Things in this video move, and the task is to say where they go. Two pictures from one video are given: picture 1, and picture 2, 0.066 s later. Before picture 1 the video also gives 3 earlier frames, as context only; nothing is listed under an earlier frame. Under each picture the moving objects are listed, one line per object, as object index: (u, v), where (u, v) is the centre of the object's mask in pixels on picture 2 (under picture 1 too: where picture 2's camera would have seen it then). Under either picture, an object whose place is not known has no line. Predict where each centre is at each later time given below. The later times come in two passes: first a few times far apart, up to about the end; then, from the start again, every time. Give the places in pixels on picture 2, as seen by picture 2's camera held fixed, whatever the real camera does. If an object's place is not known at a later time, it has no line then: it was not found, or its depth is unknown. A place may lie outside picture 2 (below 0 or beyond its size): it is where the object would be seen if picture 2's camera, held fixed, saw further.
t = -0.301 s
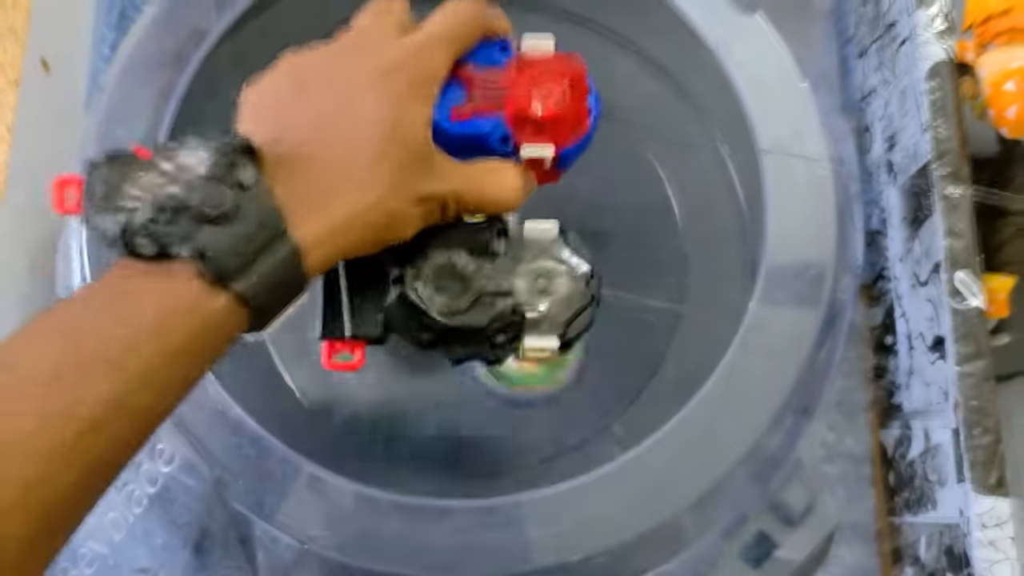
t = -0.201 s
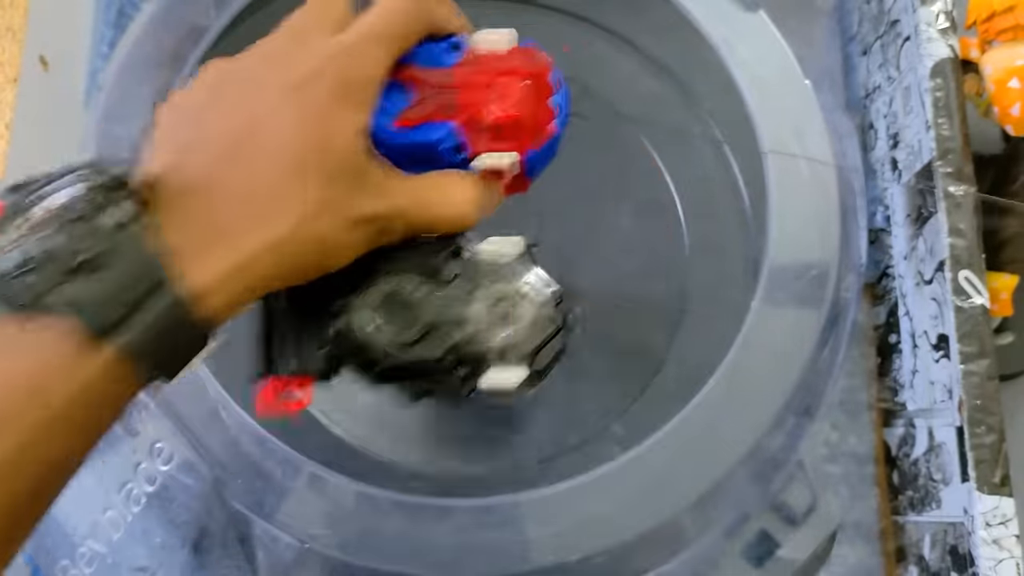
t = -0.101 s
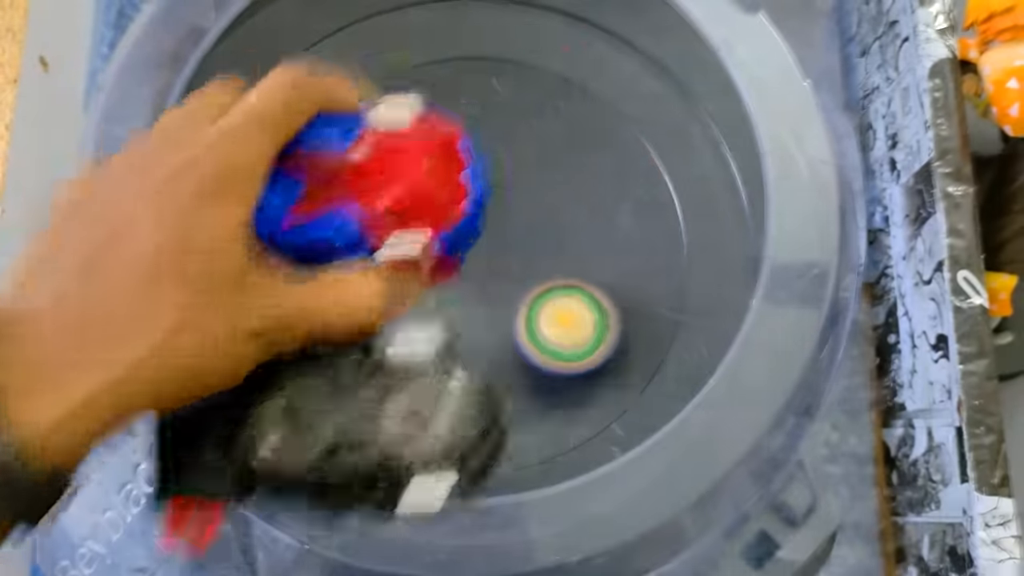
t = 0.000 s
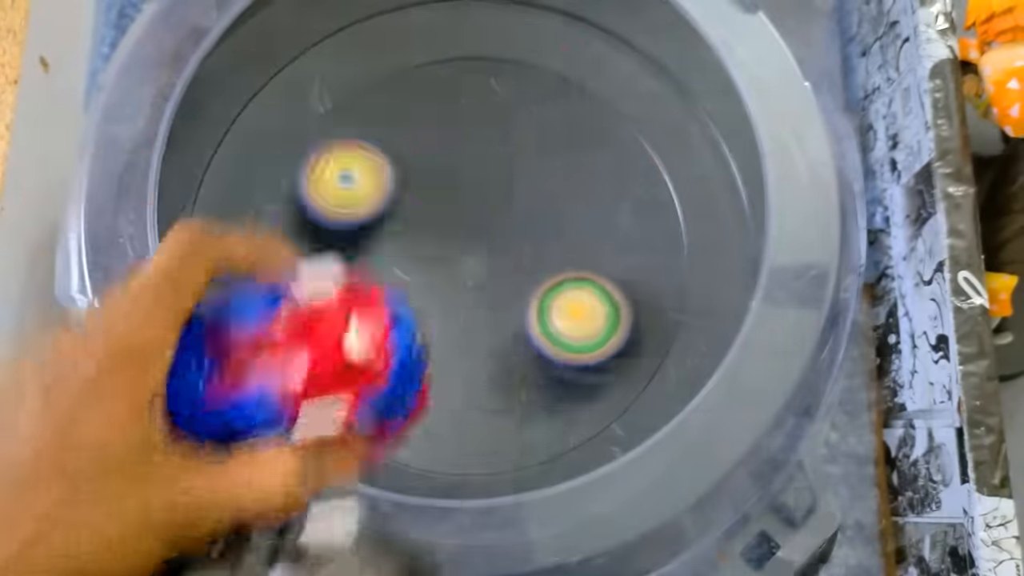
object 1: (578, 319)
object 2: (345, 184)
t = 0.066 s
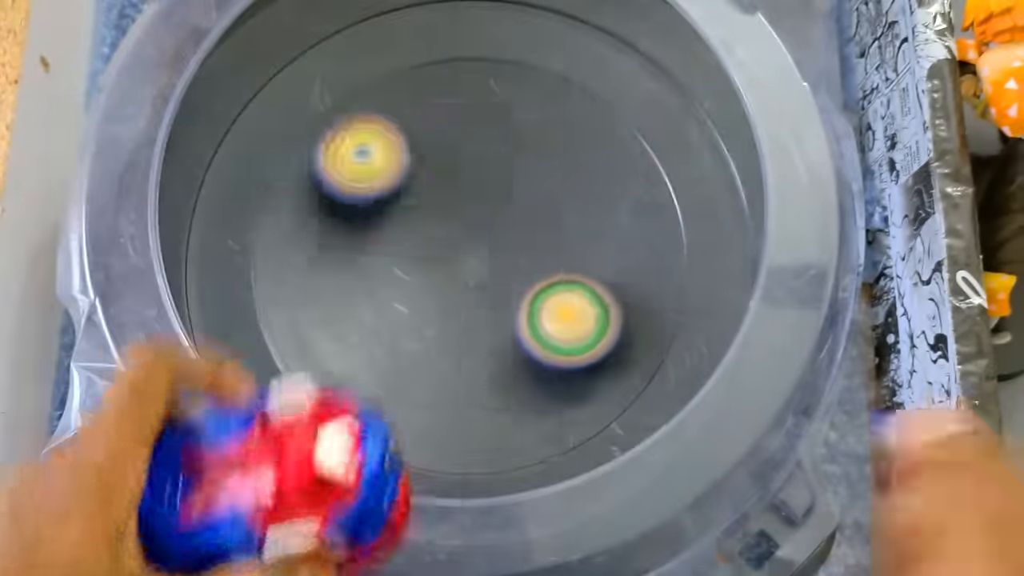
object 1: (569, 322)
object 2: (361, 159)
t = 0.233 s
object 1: (529, 332)
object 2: (475, 154)
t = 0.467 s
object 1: (462, 295)
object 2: (603, 291)
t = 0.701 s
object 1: (485, 222)
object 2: (531, 396)
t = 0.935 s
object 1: (543, 232)
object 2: (399, 321)
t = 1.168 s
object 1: (525, 271)
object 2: (443, 196)
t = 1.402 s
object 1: (476, 267)
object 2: (517, 166)
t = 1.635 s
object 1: (415, 276)
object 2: (567, 175)
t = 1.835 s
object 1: (418, 219)
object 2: (523, 248)
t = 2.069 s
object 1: (425, 183)
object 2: (512, 286)
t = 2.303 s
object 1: (468, 205)
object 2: (473, 305)
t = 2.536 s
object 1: (465, 224)
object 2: (455, 328)
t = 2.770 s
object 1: (462, 217)
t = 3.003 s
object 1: (463, 209)
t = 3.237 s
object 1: (467, 219)
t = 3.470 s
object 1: (453, 224)
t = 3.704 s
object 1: (446, 232)
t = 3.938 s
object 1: (436, 243)
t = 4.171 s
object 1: (437, 257)
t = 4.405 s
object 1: (433, 271)
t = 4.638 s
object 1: (441, 275)
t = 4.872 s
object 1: (457, 282)
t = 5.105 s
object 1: (475, 293)
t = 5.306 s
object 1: (479, 294)
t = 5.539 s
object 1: (495, 284)
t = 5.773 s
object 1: (510, 278)
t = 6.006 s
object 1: (509, 264)
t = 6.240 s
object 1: (527, 247)
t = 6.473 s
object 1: (521, 241)
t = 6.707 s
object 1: (498, 227)
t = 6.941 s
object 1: (476, 216)
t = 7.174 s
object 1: (457, 213)
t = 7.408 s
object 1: (440, 216)
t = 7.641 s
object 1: (428, 234)
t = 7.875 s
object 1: (429, 255)
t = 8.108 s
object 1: (414, 285)
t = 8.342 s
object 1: (423, 293)
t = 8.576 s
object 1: (450, 312)
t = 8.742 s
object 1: (471, 315)
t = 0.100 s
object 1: (561, 325)
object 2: (377, 151)
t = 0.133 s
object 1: (554, 328)
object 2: (397, 145)
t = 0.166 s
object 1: (545, 331)
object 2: (423, 144)
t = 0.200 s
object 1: (537, 332)
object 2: (448, 147)
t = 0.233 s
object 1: (529, 332)
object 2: (475, 154)
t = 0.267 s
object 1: (520, 331)
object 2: (502, 166)
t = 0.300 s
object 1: (512, 329)
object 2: (527, 181)
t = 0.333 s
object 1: (503, 324)
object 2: (548, 200)
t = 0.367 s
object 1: (495, 317)
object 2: (566, 224)
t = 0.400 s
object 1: (487, 308)
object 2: (578, 251)
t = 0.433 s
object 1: (475, 301)
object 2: (591, 274)
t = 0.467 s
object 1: (462, 295)
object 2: (603, 291)
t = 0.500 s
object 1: (454, 284)
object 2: (608, 309)
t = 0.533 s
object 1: (450, 272)
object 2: (608, 329)
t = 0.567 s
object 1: (451, 259)
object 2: (602, 347)
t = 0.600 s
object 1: (456, 247)
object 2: (591, 366)
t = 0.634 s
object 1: (463, 237)
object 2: (575, 379)
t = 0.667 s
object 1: (473, 228)
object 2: (555, 390)
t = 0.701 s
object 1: (485, 222)
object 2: (531, 396)
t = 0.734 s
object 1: (495, 218)
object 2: (506, 398)
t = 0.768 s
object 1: (506, 217)
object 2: (482, 396)
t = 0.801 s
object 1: (516, 217)
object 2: (458, 389)
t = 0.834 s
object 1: (524, 219)
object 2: (437, 376)
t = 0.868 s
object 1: (532, 222)
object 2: (421, 361)
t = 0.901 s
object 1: (539, 227)
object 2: (408, 342)
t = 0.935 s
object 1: (543, 232)
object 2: (399, 321)
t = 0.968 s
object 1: (547, 238)
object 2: (395, 299)
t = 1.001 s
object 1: (548, 244)
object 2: (394, 277)
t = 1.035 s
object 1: (547, 251)
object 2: (398, 256)
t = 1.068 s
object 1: (544, 257)
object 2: (406, 236)
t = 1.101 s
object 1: (540, 263)
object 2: (417, 220)
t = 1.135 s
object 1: (533, 268)
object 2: (429, 206)
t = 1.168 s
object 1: (525, 271)
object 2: (443, 196)
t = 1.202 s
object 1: (516, 272)
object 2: (460, 187)
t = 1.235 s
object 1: (512, 277)
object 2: (469, 175)
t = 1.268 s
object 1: (507, 281)
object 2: (477, 165)
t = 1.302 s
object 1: (500, 280)
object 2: (487, 159)
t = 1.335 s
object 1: (491, 278)
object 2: (497, 157)
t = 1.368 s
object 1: (483, 273)
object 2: (507, 160)
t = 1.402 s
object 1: (476, 267)
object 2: (517, 166)
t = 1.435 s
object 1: (470, 262)
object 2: (526, 174)
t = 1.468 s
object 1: (458, 276)
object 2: (539, 165)
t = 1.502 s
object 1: (446, 288)
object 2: (550, 159)
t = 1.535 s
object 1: (436, 293)
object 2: (559, 159)
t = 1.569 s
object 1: (428, 292)
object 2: (564, 161)
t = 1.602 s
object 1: (421, 285)
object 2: (567, 167)
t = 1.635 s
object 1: (415, 276)
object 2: (567, 175)
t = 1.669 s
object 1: (410, 266)
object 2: (565, 186)
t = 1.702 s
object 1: (407, 255)
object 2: (560, 199)
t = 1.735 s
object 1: (406, 245)
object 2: (553, 213)
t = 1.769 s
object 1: (408, 236)
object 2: (544, 226)
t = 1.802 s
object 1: (412, 227)
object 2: (534, 238)
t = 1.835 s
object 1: (418, 219)
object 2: (523, 248)
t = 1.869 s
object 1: (412, 212)
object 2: (526, 257)
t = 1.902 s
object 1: (404, 205)
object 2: (533, 265)
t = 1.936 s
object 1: (403, 200)
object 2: (535, 272)
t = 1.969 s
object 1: (406, 194)
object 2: (534, 278)
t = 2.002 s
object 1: (412, 189)
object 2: (530, 283)
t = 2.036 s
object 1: (418, 184)
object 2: (521, 285)
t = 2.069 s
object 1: (425, 183)
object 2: (512, 286)
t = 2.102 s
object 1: (434, 182)
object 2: (500, 285)
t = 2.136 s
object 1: (444, 185)
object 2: (488, 283)
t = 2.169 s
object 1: (449, 184)
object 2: (482, 285)
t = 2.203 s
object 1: (453, 184)
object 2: (481, 295)
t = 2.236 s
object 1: (459, 190)
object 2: (479, 300)
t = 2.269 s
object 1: (464, 198)
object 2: (476, 303)
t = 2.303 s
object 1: (468, 205)
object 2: (473, 305)
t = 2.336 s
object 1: (469, 209)
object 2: (470, 312)
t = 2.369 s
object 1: (470, 214)
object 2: (468, 316)
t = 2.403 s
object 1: (469, 217)
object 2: (465, 320)
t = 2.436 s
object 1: (467, 216)
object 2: (463, 328)
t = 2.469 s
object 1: (466, 217)
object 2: (460, 331)
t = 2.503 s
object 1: (466, 220)
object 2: (458, 331)
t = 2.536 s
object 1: (465, 224)
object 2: (455, 328)
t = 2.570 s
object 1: (465, 223)
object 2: (453, 326)
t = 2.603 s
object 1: (464, 222)
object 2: (452, 325)
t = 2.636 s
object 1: (463, 223)
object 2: (451, 323)
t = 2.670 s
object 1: (462, 219)
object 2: (451, 326)
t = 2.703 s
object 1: (461, 216)
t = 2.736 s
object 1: (461, 216)
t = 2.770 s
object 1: (462, 217)
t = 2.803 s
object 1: (463, 217)
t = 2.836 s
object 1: (463, 213)
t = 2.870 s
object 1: (464, 213)
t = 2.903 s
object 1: (465, 214)
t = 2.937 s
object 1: (466, 216)
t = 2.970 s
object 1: (465, 213)
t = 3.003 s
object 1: (463, 209)
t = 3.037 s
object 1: (463, 209)
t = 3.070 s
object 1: (465, 209)
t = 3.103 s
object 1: (467, 212)
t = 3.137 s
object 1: (468, 215)
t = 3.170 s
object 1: (469, 218)
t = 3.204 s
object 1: (468, 218)
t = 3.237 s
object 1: (467, 219)
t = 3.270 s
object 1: (464, 218)
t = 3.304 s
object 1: (463, 220)
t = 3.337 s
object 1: (461, 221)
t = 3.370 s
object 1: (460, 223)
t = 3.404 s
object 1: (457, 224)
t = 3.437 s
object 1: (455, 224)
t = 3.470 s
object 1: (453, 224)
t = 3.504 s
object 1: (450, 224)
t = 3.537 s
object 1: (448, 226)
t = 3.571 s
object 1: (447, 227)
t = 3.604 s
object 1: (446, 228)
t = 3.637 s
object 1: (446, 229)
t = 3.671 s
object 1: (446, 231)
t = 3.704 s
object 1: (446, 232)
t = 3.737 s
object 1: (445, 234)
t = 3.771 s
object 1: (442, 236)
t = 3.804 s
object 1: (439, 238)
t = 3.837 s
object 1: (438, 239)
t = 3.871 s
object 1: (437, 240)
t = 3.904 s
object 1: (436, 242)
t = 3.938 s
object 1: (436, 243)
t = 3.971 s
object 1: (436, 245)
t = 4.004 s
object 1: (436, 247)
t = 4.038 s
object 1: (436, 249)
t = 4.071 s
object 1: (436, 251)
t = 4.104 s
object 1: (436, 253)
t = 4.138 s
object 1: (437, 255)
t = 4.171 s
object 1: (437, 257)
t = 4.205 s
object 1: (438, 259)
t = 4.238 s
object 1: (438, 260)
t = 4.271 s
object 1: (436, 264)
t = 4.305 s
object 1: (435, 267)
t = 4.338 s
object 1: (434, 269)
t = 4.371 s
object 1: (433, 270)
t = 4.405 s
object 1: (433, 271)
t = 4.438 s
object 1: (432, 272)
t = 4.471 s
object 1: (433, 273)
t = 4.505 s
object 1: (434, 273)
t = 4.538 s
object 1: (435, 274)
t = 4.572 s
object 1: (437, 274)
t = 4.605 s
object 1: (439, 275)
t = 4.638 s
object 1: (441, 275)
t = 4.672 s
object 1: (443, 277)
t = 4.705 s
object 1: (445, 277)
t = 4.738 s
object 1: (447, 279)
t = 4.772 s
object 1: (450, 280)
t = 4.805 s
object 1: (452, 281)
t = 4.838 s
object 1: (455, 281)
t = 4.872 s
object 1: (457, 282)
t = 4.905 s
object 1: (460, 282)
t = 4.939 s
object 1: (463, 283)
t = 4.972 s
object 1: (465, 283)
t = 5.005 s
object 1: (468, 285)
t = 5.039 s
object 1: (472, 289)
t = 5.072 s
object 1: (474, 291)
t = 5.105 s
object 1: (475, 293)
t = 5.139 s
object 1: (477, 295)
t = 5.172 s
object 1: (477, 296)
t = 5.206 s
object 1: (478, 296)
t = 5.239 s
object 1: (478, 296)
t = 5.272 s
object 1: (478, 295)
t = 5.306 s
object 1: (479, 294)
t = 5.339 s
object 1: (480, 293)
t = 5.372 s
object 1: (480, 292)
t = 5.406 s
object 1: (482, 289)
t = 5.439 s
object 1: (483, 287)
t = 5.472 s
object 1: (485, 285)
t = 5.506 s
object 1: (488, 283)
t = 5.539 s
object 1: (495, 284)
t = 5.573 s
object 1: (500, 284)
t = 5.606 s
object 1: (503, 283)
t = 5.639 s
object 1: (505, 282)
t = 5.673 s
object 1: (507, 281)
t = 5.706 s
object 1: (509, 280)
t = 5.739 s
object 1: (510, 279)
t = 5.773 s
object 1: (510, 278)
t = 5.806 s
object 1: (511, 277)
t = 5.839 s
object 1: (511, 275)
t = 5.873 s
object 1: (511, 274)
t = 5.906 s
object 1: (510, 272)
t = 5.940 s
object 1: (510, 270)
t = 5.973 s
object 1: (509, 267)
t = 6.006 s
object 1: (509, 264)
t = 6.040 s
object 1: (510, 261)
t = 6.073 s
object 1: (516, 256)
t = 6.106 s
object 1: (521, 253)
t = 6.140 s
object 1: (523, 251)
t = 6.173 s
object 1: (525, 250)
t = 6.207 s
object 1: (526, 248)
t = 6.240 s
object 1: (527, 247)
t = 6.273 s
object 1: (528, 247)
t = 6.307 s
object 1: (528, 246)
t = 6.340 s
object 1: (528, 245)
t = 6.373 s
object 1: (526, 244)
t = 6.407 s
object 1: (525, 243)
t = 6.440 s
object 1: (524, 242)
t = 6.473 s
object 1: (521, 241)
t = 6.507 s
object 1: (519, 239)
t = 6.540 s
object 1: (516, 237)
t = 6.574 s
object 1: (513, 235)
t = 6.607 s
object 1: (510, 233)
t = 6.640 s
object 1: (506, 231)
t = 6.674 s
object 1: (502, 229)
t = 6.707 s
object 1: (498, 227)
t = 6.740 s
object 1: (495, 225)
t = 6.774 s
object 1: (491, 223)
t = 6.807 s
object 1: (488, 221)
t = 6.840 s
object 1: (485, 219)
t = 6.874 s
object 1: (482, 218)
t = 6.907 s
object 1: (479, 217)
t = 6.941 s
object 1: (476, 216)
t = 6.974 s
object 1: (473, 215)
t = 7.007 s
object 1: (470, 214)
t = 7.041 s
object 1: (467, 213)
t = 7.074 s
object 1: (464, 213)
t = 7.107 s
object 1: (462, 213)
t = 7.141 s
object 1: (459, 213)
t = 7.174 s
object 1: (457, 213)
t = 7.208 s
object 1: (453, 212)
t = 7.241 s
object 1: (450, 213)
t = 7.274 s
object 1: (448, 213)
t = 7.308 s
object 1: (446, 213)
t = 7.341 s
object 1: (443, 214)
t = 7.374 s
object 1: (442, 215)
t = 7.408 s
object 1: (440, 216)
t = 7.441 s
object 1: (439, 218)
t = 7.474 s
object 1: (438, 220)
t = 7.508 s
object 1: (437, 222)
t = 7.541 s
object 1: (436, 225)
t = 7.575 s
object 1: (432, 227)
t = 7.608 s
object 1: (430, 230)
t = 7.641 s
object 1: (428, 234)
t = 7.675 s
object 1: (428, 236)
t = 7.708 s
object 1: (427, 239)
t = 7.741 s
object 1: (427, 242)
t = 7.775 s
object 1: (427, 245)
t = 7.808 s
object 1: (427, 249)
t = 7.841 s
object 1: (428, 252)
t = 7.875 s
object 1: (429, 255)
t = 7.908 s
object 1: (428, 261)
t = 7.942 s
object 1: (422, 269)
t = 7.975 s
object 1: (419, 275)
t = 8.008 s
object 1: (416, 278)
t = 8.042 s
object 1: (416, 282)
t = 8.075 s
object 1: (415, 283)
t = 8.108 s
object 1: (414, 285)
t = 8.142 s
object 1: (414, 288)
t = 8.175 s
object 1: (414, 289)
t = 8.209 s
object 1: (414, 290)
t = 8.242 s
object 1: (416, 291)
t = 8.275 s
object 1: (418, 292)
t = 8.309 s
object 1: (421, 292)
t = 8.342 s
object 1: (423, 293)
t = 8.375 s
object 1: (426, 292)
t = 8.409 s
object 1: (429, 293)
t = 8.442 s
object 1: (434, 301)
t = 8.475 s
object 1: (439, 306)
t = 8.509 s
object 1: (442, 308)
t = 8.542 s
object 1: (446, 311)
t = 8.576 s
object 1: (450, 312)
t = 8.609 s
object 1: (453, 314)
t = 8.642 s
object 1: (458, 315)
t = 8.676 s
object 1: (462, 316)
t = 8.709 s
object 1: (467, 315)
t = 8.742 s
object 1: (471, 315)
